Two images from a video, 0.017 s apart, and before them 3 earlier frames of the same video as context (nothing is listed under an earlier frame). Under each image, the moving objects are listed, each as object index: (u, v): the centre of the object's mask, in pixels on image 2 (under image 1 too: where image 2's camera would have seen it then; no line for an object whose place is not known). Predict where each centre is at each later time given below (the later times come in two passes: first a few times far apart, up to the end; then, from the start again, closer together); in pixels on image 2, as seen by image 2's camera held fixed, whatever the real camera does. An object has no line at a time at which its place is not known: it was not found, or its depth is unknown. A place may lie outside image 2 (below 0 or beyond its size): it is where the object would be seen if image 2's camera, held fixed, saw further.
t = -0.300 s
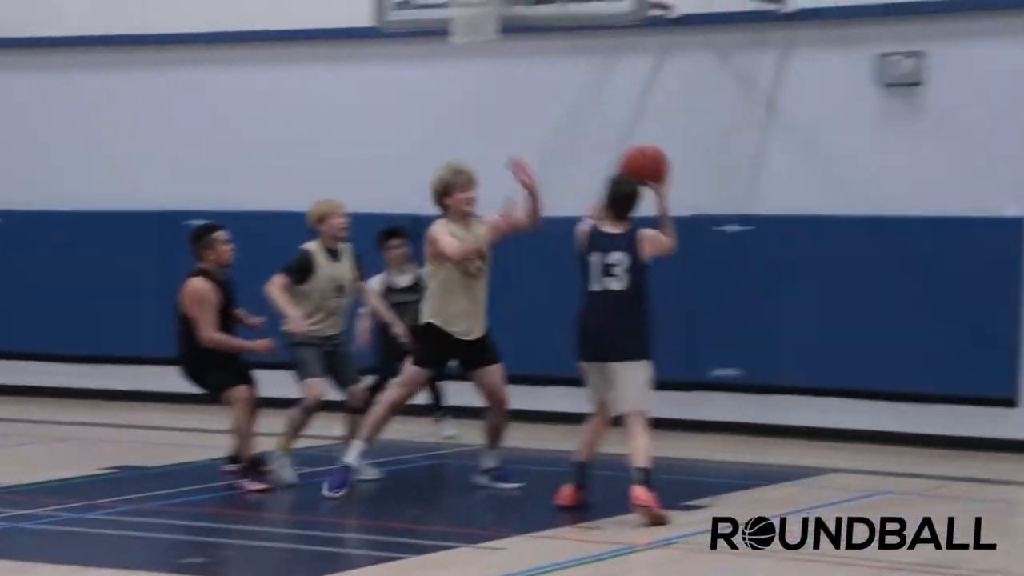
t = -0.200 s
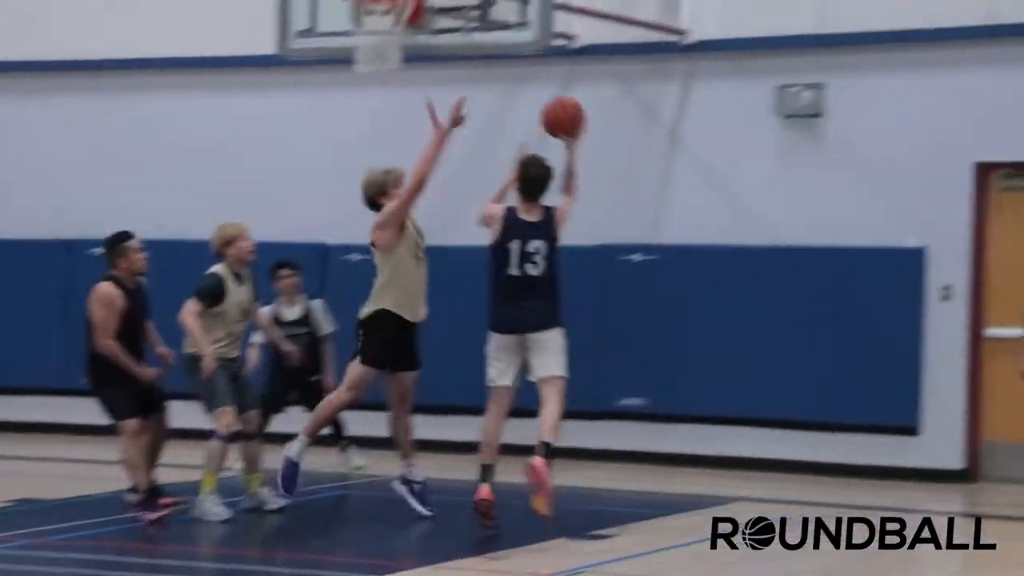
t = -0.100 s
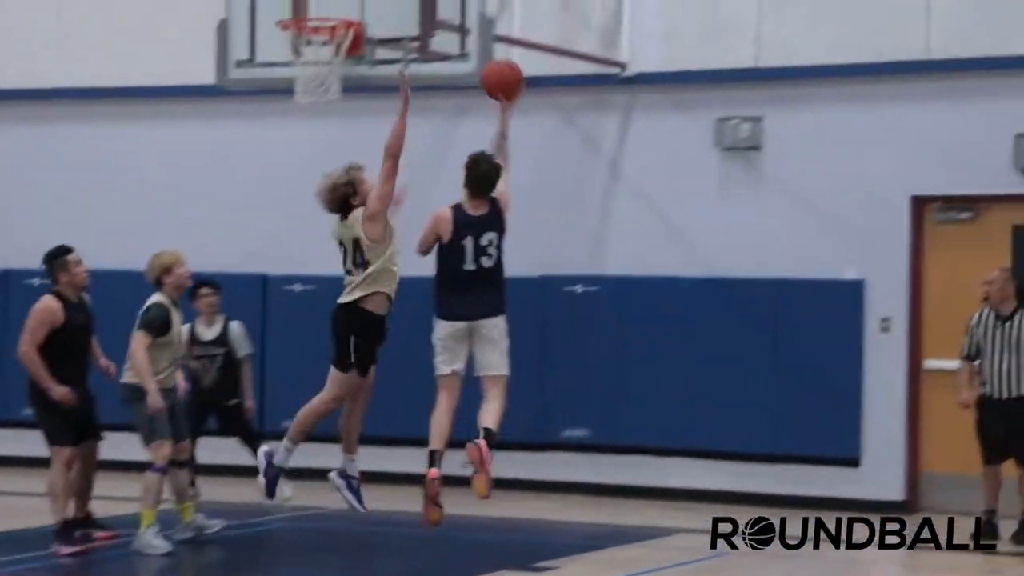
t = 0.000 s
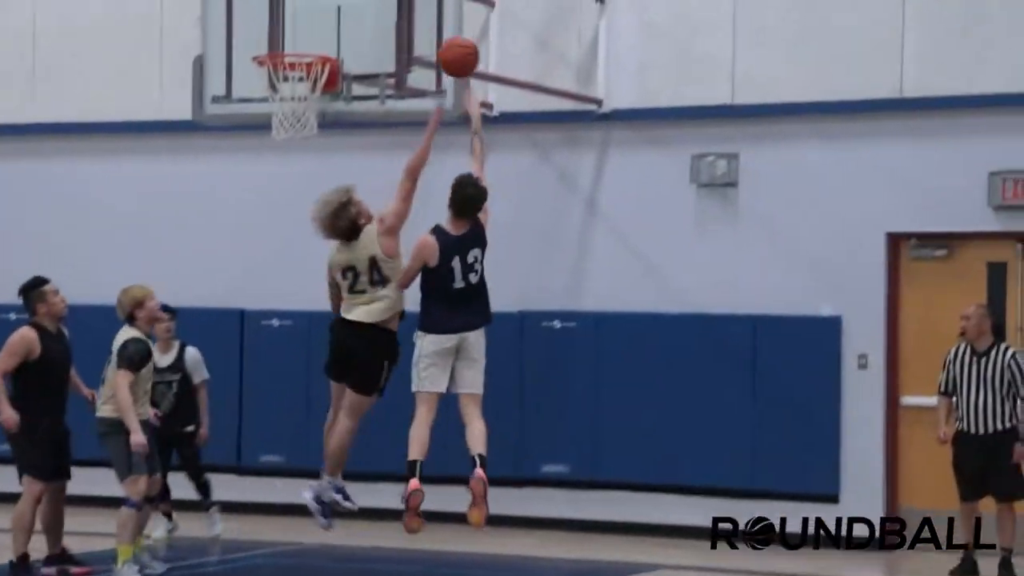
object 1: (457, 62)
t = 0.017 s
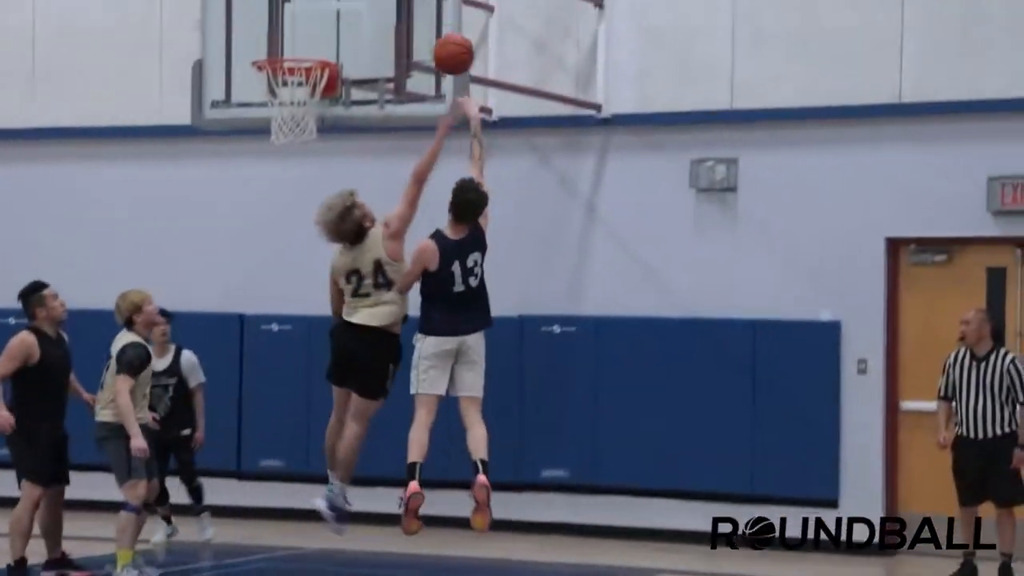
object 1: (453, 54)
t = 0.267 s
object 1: (389, -3)
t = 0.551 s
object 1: (305, 35)
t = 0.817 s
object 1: (278, 135)
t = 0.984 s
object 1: (292, 192)
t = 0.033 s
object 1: (449, 47)
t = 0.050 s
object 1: (445, 39)
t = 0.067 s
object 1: (440, 33)
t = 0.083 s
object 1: (436, 28)
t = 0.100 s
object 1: (432, 23)
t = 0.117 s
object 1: (427, 18)
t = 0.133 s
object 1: (423, 13)
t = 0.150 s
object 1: (419, 9)
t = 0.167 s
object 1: (415, 6)
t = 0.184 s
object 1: (410, 3)
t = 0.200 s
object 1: (406, 2)
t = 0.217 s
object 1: (402, 0)
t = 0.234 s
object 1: (398, -1)
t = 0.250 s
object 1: (393, -2)
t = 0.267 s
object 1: (389, -3)
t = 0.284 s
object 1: (386, -2)
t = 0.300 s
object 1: (382, -2)
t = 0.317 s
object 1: (378, -1)
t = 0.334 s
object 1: (372, 1)
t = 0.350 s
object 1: (369, 2)
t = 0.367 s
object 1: (365, 4)
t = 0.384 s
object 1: (360, 5)
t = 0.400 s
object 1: (354, 7)
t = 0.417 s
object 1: (349, 8)
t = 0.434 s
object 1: (344, 10)
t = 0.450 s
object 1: (338, 12)
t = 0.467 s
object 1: (333, 15)
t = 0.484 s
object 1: (327, 18)
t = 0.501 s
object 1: (322, 21)
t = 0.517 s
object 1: (317, 25)
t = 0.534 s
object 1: (311, 30)
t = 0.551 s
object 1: (305, 35)
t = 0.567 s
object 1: (300, 40)
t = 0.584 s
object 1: (294, 44)
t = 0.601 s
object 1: (288, 47)
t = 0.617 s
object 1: (283, 52)
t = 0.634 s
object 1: (277, 68)
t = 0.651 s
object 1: (270, 77)
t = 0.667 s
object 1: (272, 84)
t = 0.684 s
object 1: (270, 89)
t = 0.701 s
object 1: (268, 92)
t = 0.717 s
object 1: (270, 99)
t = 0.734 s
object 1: (271, 102)
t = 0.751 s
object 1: (272, 107)
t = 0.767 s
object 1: (273, 107)
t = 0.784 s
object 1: (271, 129)
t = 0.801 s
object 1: (278, 126)
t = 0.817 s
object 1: (278, 135)
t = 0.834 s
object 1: (279, 137)
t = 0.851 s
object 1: (281, 140)
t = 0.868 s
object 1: (282, 143)
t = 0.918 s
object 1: (286, 158)
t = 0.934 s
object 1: (288, 166)
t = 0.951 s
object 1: (289, 175)
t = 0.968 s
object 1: (291, 183)
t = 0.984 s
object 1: (292, 192)
